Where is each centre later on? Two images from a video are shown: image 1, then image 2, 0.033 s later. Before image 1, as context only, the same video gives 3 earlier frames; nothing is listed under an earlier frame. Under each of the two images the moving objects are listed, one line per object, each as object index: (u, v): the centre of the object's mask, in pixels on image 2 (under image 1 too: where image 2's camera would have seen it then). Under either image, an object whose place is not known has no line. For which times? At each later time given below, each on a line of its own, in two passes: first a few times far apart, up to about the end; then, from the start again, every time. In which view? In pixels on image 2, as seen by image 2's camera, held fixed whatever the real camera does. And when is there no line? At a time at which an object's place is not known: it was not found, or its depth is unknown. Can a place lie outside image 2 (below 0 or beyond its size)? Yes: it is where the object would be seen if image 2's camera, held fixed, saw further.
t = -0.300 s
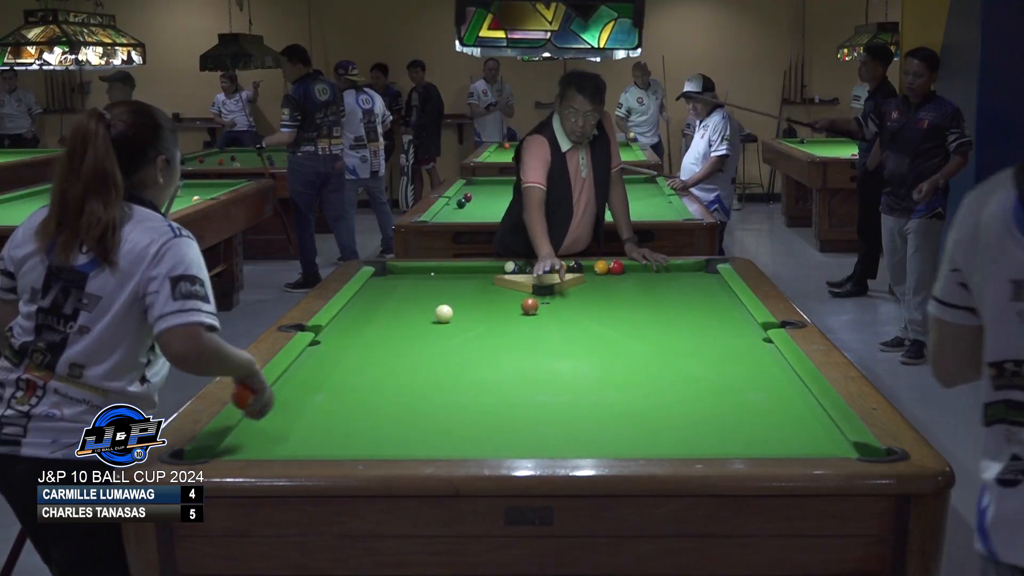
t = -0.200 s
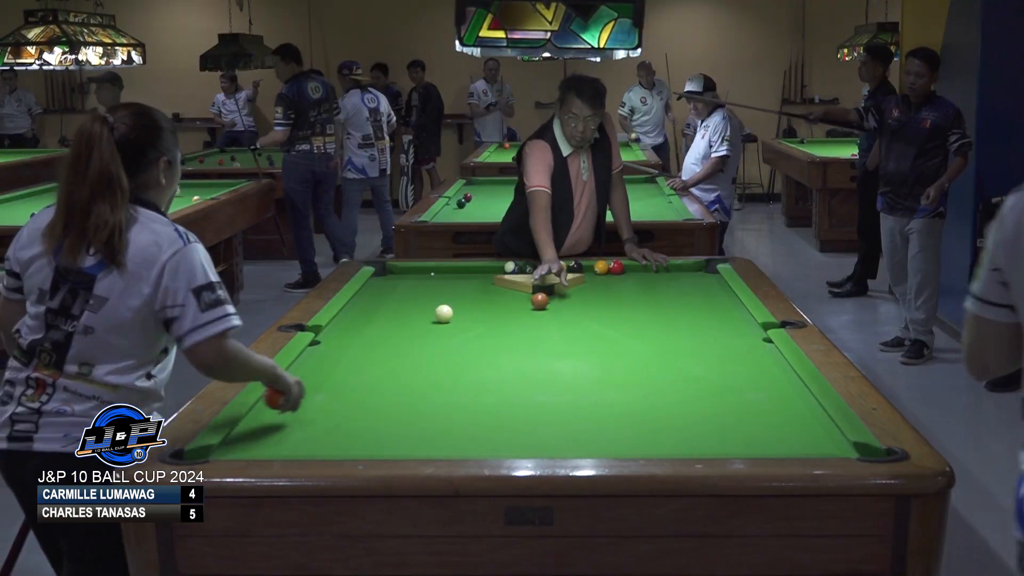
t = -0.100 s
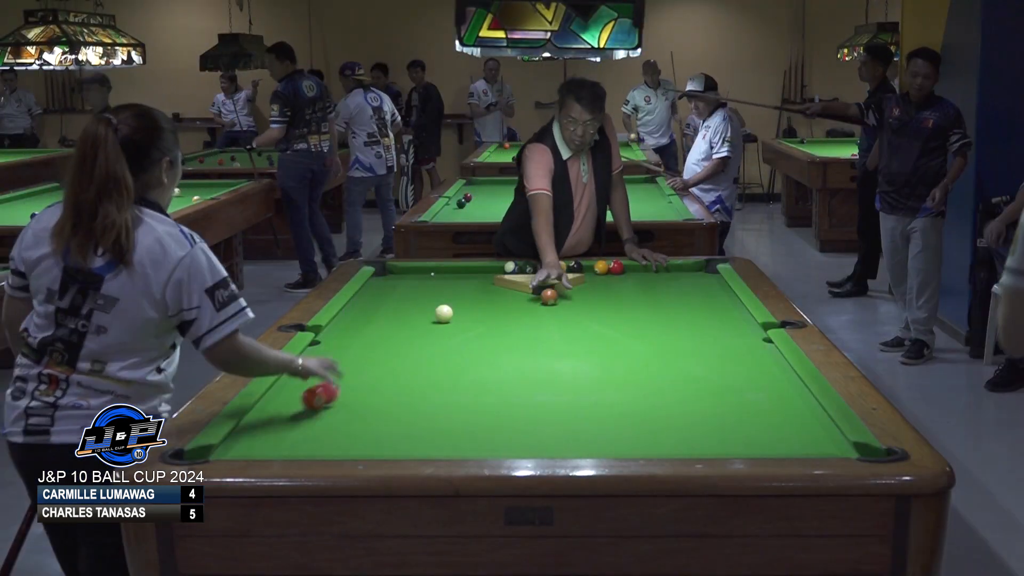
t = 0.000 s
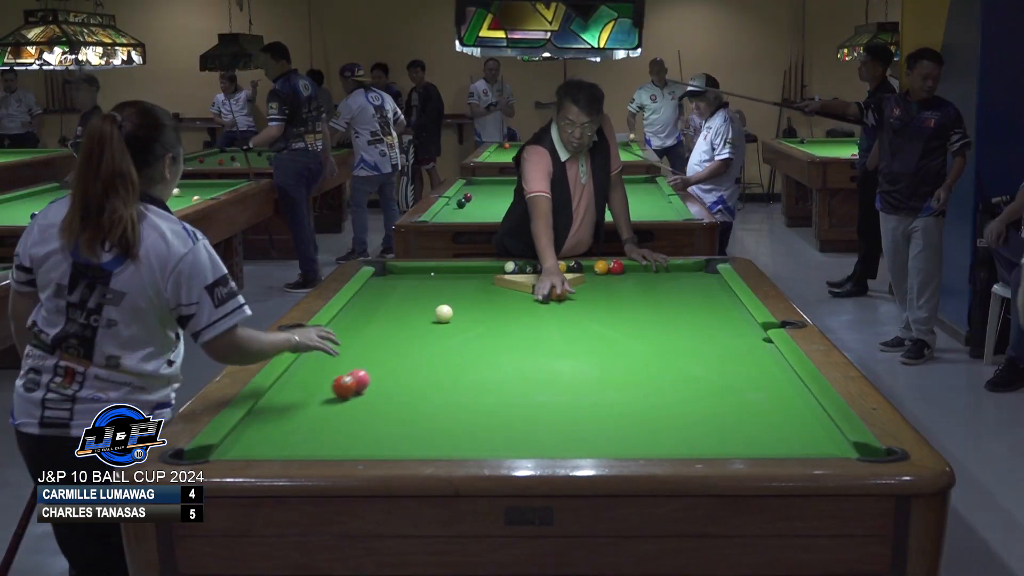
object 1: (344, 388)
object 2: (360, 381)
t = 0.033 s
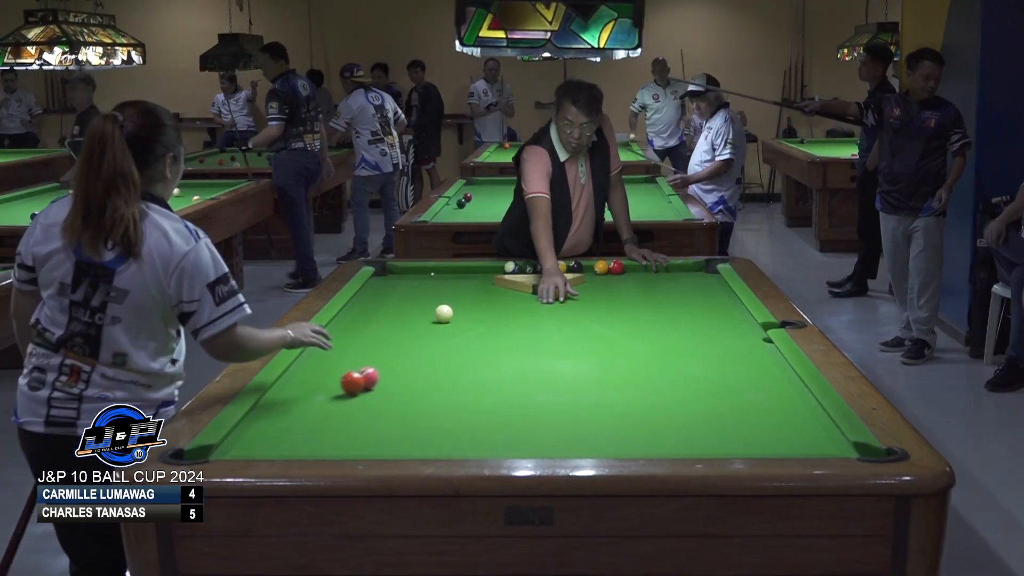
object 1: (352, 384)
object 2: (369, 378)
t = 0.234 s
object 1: (393, 367)
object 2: (411, 361)
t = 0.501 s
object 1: (438, 346)
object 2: (458, 342)
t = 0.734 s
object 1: (471, 331)
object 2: (493, 327)
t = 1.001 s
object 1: (506, 315)
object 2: (529, 312)
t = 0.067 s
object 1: (360, 381)
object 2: (377, 375)
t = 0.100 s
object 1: (367, 378)
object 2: (385, 372)
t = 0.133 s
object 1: (374, 375)
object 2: (392, 369)
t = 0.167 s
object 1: (380, 372)
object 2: (398, 367)
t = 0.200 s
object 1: (386, 370)
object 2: (405, 364)
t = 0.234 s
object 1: (393, 367)
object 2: (411, 361)
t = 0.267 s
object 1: (399, 366)
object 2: (417, 360)
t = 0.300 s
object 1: (404, 363)
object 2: (423, 358)
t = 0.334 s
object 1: (410, 360)
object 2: (429, 354)
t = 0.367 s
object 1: (416, 356)
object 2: (435, 351)
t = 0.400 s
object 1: (421, 354)
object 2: (441, 349)
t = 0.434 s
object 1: (427, 351)
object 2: (447, 347)
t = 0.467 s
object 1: (433, 349)
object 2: (452, 344)
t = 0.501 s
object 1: (438, 346)
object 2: (458, 342)
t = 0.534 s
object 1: (442, 344)
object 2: (463, 340)
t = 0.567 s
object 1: (448, 341)
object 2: (468, 337)
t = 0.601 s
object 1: (453, 339)
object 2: (473, 335)
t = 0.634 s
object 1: (458, 337)
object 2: (479, 333)
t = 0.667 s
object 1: (462, 335)
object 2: (484, 331)
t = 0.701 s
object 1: (467, 333)
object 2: (489, 329)
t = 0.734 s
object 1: (471, 331)
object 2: (493, 327)
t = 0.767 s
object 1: (476, 329)
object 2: (498, 325)
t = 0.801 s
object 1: (480, 327)
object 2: (503, 323)
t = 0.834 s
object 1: (485, 325)
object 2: (508, 321)
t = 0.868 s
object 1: (489, 323)
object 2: (512, 319)
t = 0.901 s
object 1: (493, 321)
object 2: (516, 318)
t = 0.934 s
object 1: (497, 319)
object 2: (521, 316)
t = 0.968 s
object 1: (501, 317)
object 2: (526, 314)
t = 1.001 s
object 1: (506, 315)
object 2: (529, 312)
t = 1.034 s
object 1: (509, 314)
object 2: (534, 311)
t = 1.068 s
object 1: (513, 312)
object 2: (538, 309)
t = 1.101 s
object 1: (517, 310)
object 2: (542, 307)
